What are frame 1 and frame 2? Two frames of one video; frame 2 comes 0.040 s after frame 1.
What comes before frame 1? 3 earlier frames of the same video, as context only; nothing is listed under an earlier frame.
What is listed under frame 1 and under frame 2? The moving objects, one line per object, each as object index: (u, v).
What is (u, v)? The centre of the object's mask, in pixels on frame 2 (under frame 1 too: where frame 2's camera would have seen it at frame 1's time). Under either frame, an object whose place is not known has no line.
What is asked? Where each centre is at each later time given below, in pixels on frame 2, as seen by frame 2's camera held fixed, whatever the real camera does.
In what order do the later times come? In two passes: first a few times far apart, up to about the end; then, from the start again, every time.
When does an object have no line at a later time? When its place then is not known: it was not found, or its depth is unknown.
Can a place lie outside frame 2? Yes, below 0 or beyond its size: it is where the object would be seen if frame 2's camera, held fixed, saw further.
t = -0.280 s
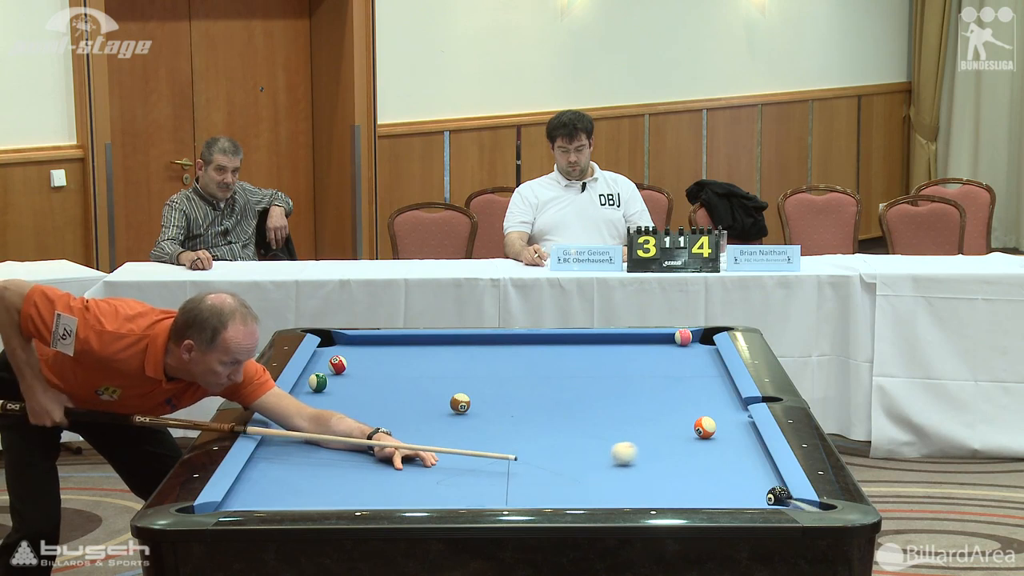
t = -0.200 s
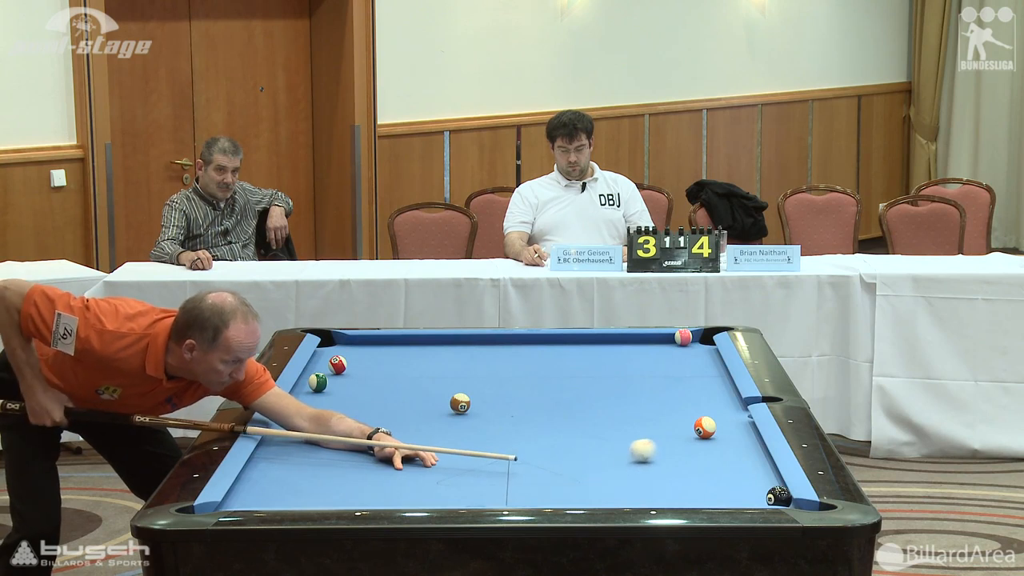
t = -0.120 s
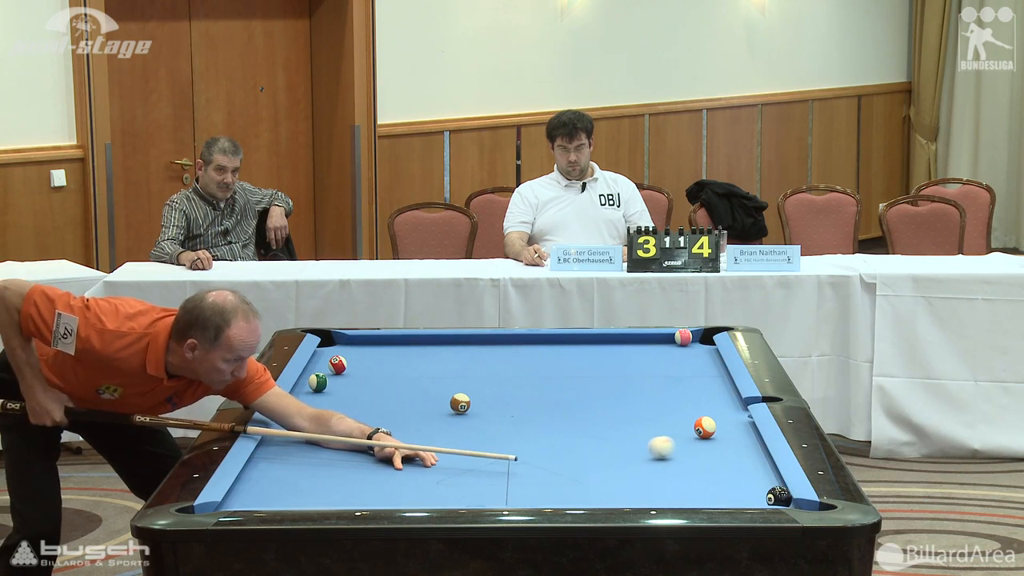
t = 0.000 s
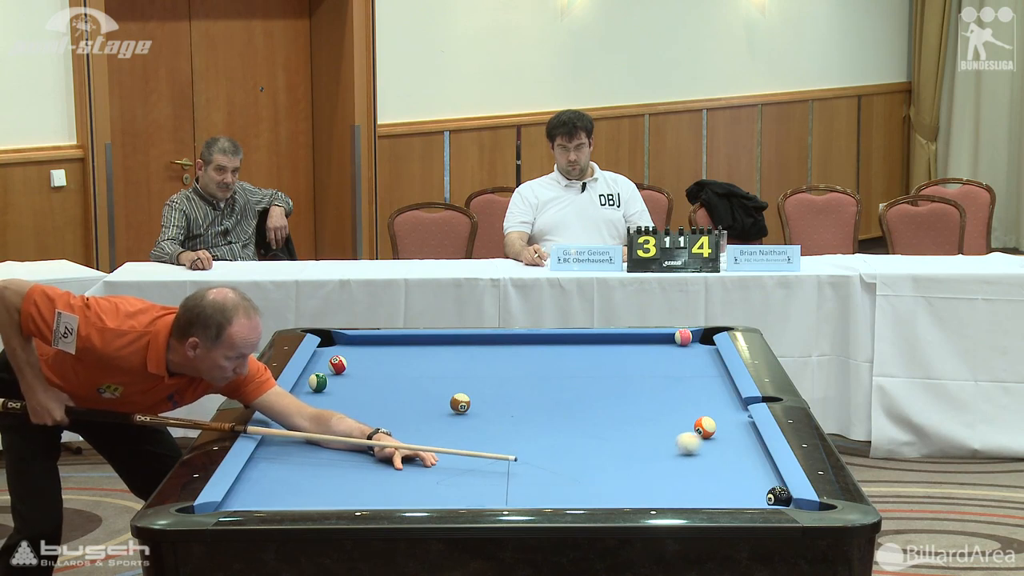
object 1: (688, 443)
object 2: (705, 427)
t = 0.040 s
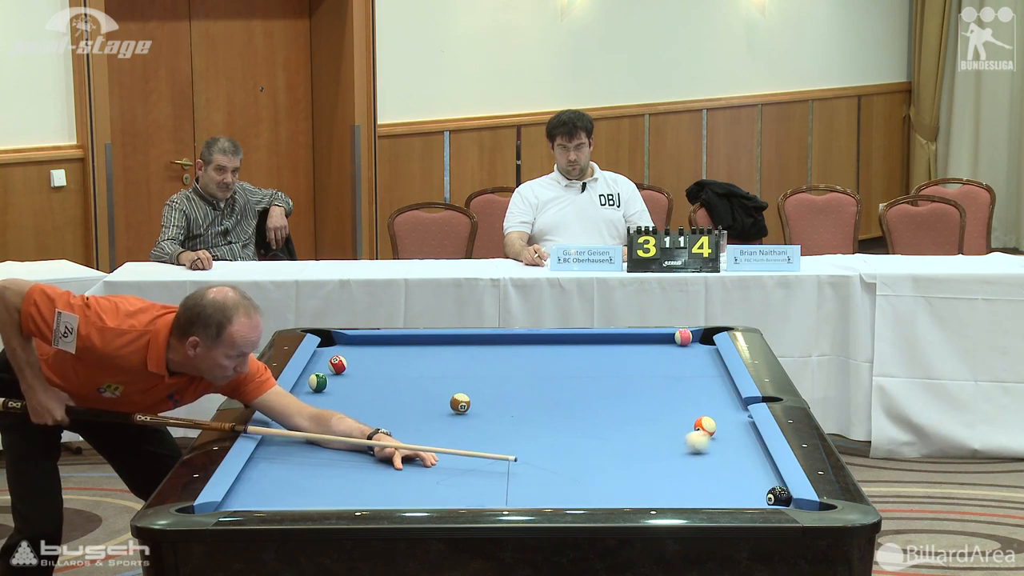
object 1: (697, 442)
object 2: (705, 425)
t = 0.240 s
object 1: (741, 435)
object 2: (705, 428)
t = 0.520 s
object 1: (726, 426)
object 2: (694, 427)
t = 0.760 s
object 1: (722, 420)
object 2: (671, 425)
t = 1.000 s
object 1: (719, 414)
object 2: (648, 424)
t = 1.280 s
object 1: (716, 408)
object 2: (625, 422)
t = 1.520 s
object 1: (713, 404)
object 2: (607, 421)
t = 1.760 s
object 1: (711, 400)
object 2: (590, 420)
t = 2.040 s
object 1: (708, 395)
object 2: (573, 419)
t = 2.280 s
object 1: (708, 392)
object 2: (560, 418)
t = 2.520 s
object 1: (707, 388)
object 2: (548, 417)
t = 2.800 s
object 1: (705, 385)
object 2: (537, 416)
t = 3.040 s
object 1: (705, 383)
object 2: (530, 416)
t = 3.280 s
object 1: (704, 381)
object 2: (523, 416)
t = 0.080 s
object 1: (706, 440)
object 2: (704, 424)
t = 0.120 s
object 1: (715, 439)
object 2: (703, 426)
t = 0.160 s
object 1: (724, 437)
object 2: (704, 427)
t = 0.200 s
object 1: (732, 436)
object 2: (705, 428)
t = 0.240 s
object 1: (741, 435)
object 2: (705, 428)
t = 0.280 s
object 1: (747, 434)
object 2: (705, 428)
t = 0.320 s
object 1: (744, 432)
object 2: (705, 428)
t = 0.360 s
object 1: (737, 431)
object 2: (705, 428)
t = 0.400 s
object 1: (731, 429)
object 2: (705, 428)
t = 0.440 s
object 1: (727, 428)
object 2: (704, 428)
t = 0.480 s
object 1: (727, 427)
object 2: (699, 427)
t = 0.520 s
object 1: (726, 426)
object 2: (694, 427)
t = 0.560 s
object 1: (725, 425)
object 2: (690, 426)
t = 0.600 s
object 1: (725, 424)
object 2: (686, 426)
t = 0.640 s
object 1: (724, 423)
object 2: (682, 426)
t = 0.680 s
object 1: (723, 422)
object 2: (678, 426)
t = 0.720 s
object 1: (723, 421)
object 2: (674, 425)
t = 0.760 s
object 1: (722, 420)
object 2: (671, 425)
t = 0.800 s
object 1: (722, 419)
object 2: (667, 425)
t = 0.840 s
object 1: (721, 418)
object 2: (663, 425)
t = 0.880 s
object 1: (721, 417)
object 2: (659, 425)
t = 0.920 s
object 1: (720, 416)
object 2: (656, 424)
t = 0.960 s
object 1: (719, 415)
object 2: (652, 424)
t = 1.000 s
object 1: (719, 414)
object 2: (648, 424)
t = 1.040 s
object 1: (718, 413)
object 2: (645, 424)
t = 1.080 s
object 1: (718, 413)
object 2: (642, 423)
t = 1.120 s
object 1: (717, 412)
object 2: (638, 423)
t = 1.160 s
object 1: (717, 411)
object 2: (635, 423)
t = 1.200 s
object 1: (716, 410)
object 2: (631, 422)
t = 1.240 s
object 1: (716, 409)
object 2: (628, 422)
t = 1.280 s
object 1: (716, 408)
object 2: (625, 422)
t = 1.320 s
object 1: (715, 408)
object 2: (622, 422)
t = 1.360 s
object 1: (715, 407)
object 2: (618, 422)
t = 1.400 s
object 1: (714, 406)
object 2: (615, 421)
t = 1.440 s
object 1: (714, 405)
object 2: (612, 421)
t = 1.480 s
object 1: (713, 405)
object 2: (609, 421)
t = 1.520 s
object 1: (713, 404)
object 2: (607, 421)
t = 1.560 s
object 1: (713, 403)
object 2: (604, 421)
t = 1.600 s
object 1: (712, 402)
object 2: (601, 421)
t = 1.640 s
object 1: (712, 402)
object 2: (598, 420)
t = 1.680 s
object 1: (711, 401)
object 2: (595, 420)
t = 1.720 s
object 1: (711, 400)
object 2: (593, 420)
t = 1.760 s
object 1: (711, 400)
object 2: (590, 420)
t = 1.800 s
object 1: (710, 399)
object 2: (587, 420)
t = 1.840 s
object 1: (710, 398)
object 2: (585, 420)
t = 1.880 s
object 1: (710, 398)
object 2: (582, 419)
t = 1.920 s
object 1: (709, 397)
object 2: (580, 419)
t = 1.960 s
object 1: (709, 396)
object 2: (577, 419)
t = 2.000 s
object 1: (709, 396)
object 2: (575, 419)
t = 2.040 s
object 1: (708, 395)
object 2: (573, 419)
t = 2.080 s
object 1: (708, 394)
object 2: (570, 419)
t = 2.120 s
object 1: (708, 394)
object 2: (568, 418)
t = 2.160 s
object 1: (708, 394)
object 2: (566, 418)
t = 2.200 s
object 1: (708, 393)
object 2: (564, 418)
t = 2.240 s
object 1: (708, 392)
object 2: (562, 418)
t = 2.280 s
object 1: (708, 392)
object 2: (560, 418)
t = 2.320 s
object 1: (708, 391)
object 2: (558, 417)
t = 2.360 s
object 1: (707, 391)
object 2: (556, 417)
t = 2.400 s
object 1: (707, 390)
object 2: (554, 417)
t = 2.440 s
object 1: (707, 390)
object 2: (552, 417)
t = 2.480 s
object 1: (707, 389)
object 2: (550, 417)
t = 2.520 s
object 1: (707, 388)
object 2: (548, 417)
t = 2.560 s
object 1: (707, 388)
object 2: (547, 417)
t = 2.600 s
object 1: (707, 388)
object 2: (545, 417)
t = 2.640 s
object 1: (706, 387)
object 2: (543, 417)
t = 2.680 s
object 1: (706, 387)
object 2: (542, 417)
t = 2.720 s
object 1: (706, 387)
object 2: (540, 417)
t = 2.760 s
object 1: (706, 386)
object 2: (539, 416)
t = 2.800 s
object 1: (705, 385)
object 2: (537, 416)
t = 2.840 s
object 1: (705, 385)
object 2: (536, 416)
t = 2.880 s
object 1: (705, 385)
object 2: (535, 416)
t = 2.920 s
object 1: (705, 384)
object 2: (533, 416)
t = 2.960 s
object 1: (705, 384)
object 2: (532, 416)
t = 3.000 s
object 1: (705, 384)
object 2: (531, 416)
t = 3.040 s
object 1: (705, 383)
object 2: (530, 416)
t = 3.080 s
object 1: (704, 383)
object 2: (528, 416)
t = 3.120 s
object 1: (704, 383)
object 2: (527, 416)
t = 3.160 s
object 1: (704, 382)
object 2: (526, 416)
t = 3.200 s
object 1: (704, 382)
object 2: (525, 416)
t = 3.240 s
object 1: (704, 381)
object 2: (524, 415)
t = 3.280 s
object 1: (704, 381)
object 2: (523, 416)
